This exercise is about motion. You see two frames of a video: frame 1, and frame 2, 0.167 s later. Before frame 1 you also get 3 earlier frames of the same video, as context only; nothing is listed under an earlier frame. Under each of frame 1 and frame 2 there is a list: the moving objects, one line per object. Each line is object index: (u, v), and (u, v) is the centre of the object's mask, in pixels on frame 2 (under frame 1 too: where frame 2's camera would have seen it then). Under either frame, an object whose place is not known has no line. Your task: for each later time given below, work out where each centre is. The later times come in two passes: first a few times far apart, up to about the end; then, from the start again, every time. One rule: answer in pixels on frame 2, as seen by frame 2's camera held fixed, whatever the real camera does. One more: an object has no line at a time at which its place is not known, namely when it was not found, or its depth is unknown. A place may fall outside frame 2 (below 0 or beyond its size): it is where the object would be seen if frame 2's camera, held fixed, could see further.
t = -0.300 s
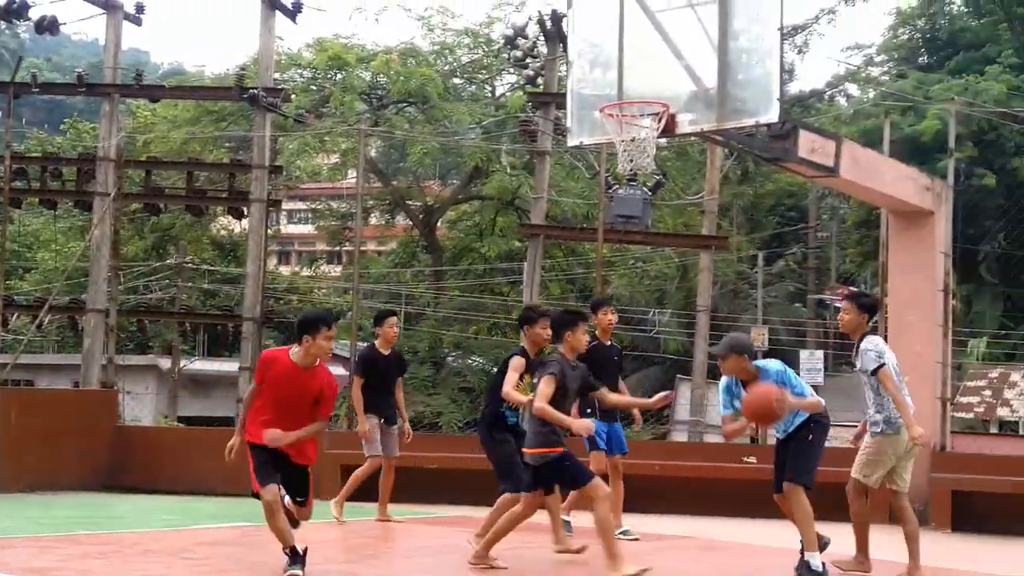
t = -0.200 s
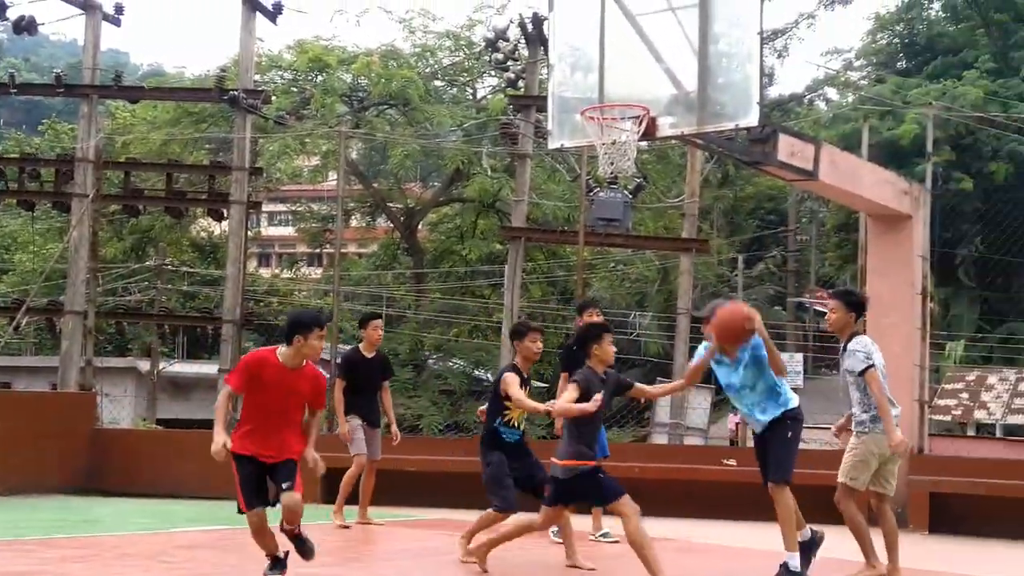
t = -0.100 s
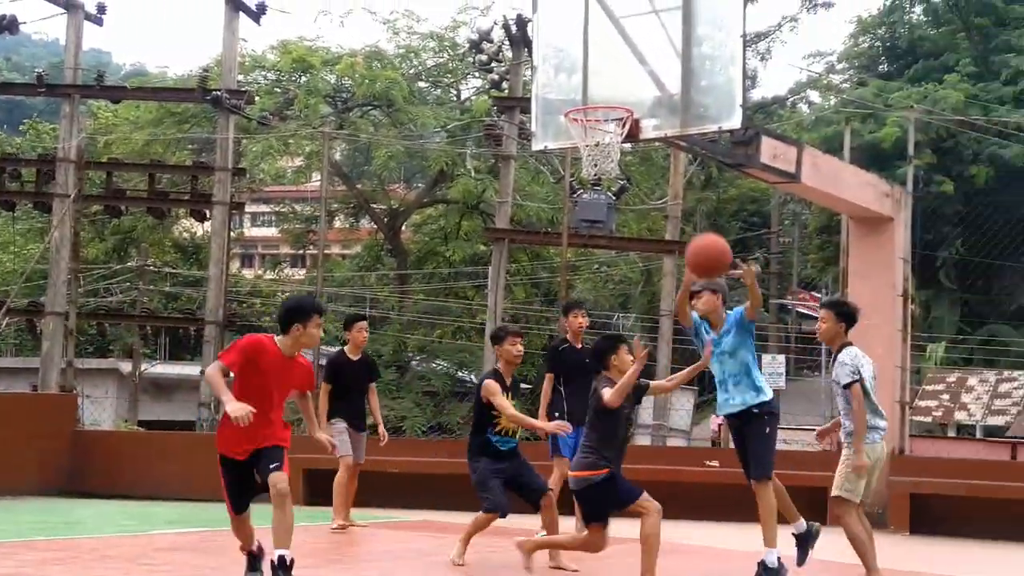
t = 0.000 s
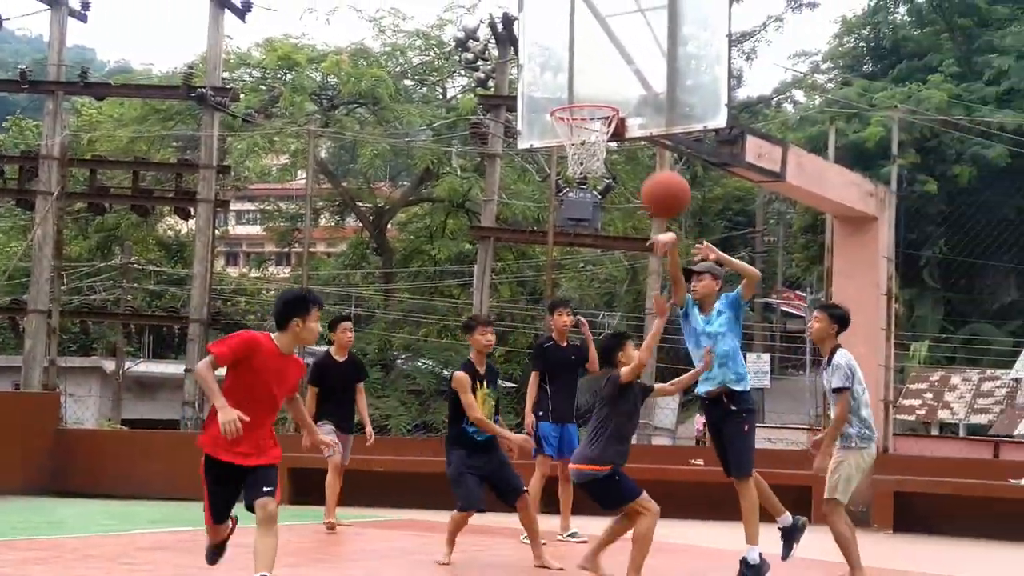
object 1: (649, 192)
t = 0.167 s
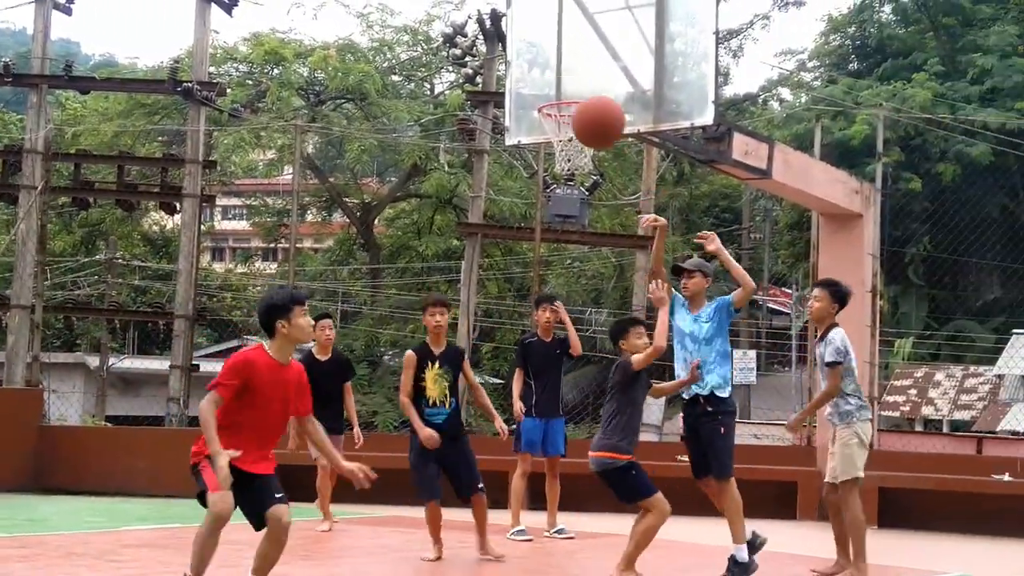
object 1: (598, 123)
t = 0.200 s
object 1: (587, 114)
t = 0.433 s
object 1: (481, 124)
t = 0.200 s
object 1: (587, 114)
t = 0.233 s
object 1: (574, 107)
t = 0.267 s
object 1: (561, 104)
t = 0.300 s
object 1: (547, 102)
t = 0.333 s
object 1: (531, 103)
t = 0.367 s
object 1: (515, 107)
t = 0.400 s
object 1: (498, 114)
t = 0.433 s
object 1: (481, 124)
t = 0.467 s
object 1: (463, 139)
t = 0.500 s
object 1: (444, 157)
